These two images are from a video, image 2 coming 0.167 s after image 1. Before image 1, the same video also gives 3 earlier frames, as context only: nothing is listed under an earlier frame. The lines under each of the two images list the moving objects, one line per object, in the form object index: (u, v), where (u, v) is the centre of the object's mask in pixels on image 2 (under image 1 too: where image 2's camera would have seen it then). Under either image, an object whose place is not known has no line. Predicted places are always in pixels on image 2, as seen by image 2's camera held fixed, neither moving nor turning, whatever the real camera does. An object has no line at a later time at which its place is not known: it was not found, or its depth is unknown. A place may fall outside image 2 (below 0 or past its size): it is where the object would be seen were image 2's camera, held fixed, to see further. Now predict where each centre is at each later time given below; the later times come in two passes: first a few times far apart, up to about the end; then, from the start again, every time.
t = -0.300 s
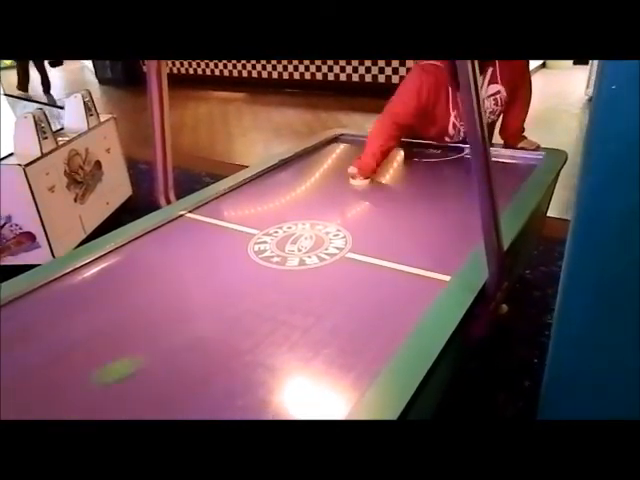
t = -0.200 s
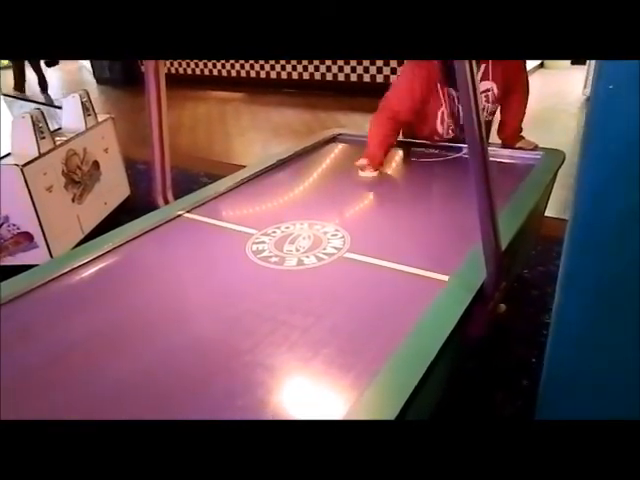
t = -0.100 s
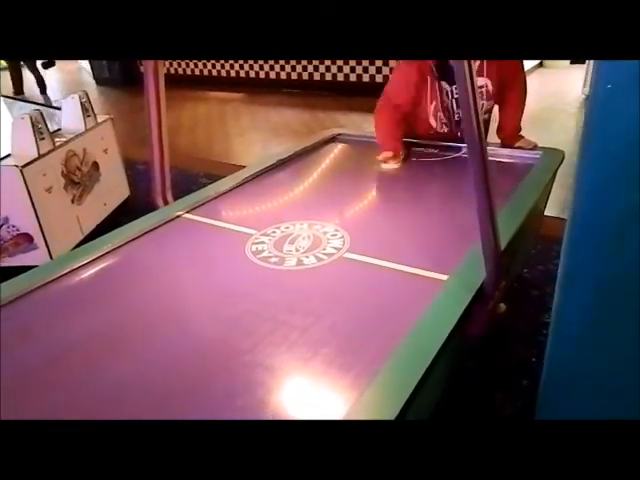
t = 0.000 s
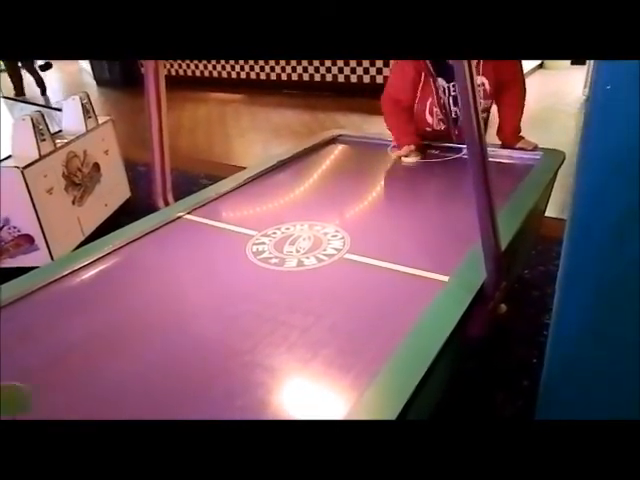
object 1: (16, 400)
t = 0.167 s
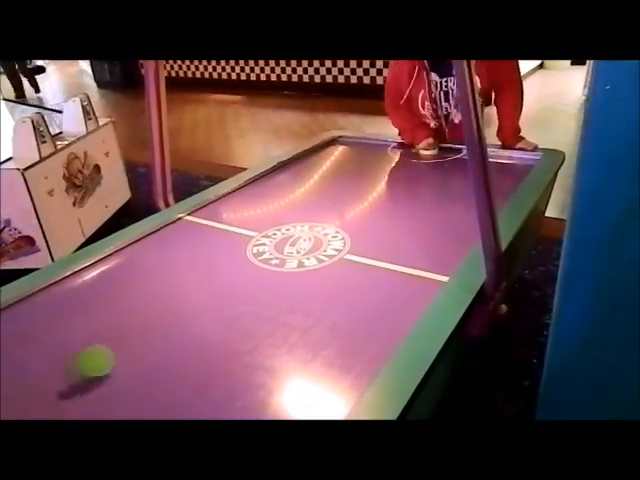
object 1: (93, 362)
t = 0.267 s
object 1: (135, 341)
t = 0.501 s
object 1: (202, 304)
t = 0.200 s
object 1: (107, 356)
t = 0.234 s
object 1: (122, 348)
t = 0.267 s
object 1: (135, 341)
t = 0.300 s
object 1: (148, 337)
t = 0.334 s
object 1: (158, 331)
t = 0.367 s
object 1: (170, 324)
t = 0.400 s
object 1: (178, 316)
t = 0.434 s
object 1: (186, 310)
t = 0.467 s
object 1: (194, 306)
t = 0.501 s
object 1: (202, 304)
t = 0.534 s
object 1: (208, 300)
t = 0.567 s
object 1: (214, 296)
